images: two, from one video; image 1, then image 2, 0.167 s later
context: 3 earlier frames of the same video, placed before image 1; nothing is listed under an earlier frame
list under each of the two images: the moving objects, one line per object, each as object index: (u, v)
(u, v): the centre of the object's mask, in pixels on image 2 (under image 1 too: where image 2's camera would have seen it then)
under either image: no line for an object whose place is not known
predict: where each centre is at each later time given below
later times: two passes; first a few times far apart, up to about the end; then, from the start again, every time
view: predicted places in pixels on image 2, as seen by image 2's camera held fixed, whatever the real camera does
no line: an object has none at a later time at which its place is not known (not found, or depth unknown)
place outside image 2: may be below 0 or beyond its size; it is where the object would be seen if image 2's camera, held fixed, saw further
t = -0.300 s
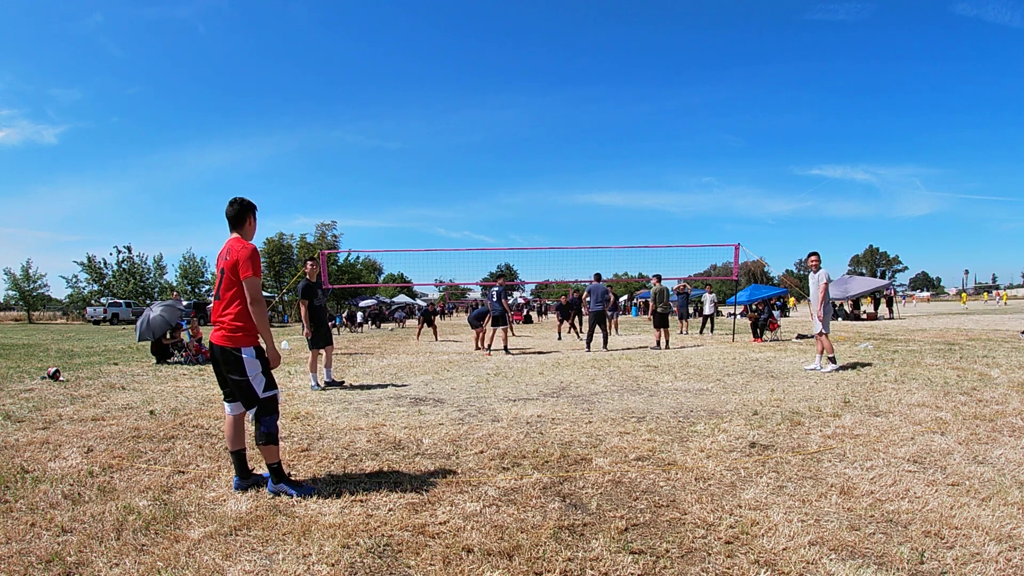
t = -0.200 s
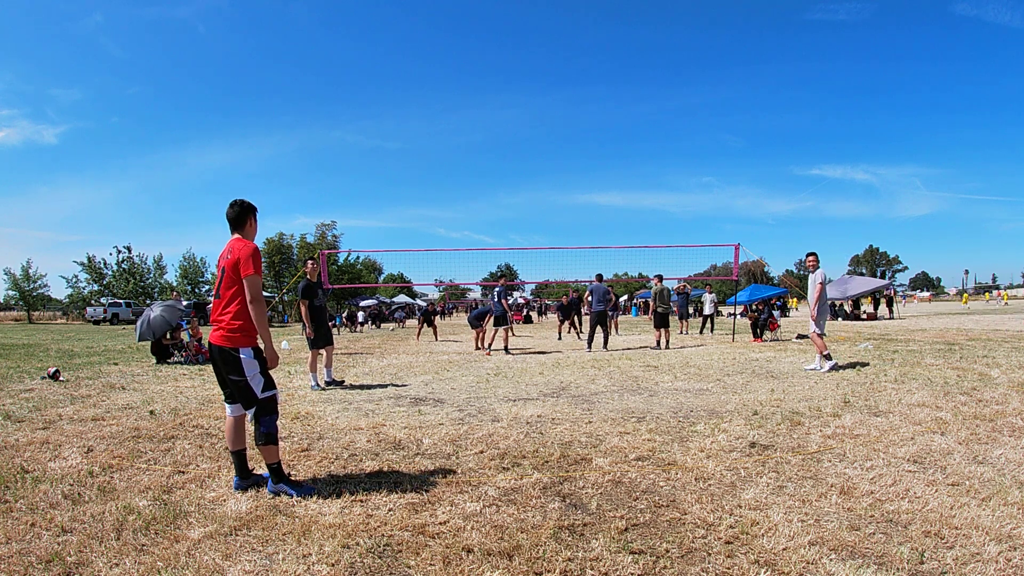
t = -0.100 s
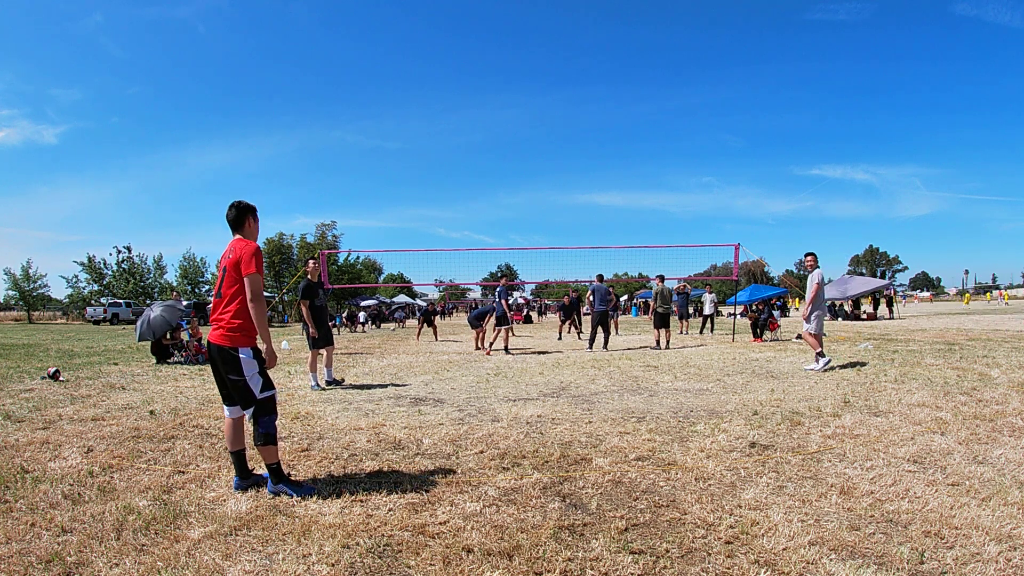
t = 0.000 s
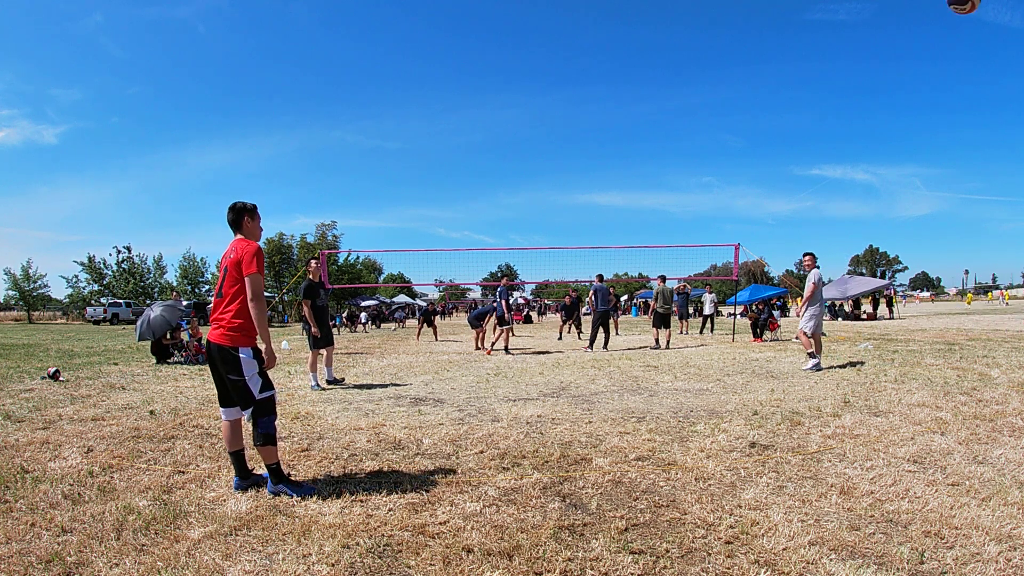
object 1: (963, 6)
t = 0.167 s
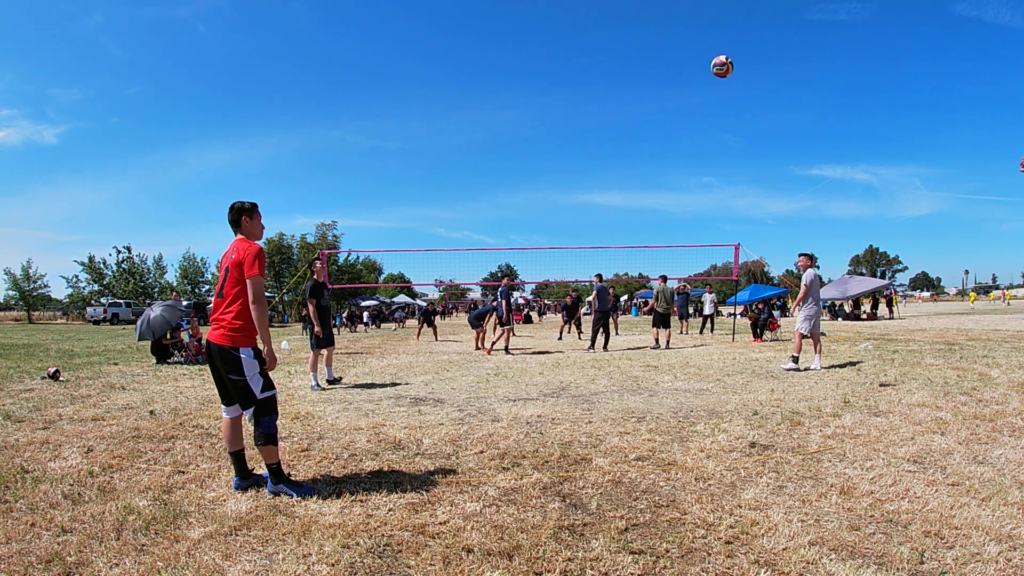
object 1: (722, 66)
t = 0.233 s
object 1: (672, 91)
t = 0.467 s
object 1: (576, 162)
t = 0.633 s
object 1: (542, 202)
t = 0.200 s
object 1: (695, 79)
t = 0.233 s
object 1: (672, 91)
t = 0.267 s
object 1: (652, 102)
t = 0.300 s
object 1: (635, 113)
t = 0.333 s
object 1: (620, 123)
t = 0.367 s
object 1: (606, 133)
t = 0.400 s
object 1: (595, 143)
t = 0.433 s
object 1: (585, 153)
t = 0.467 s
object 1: (576, 162)
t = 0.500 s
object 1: (568, 170)
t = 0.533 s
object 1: (561, 179)
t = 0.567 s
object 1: (554, 187)
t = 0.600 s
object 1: (548, 195)
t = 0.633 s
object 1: (542, 202)
